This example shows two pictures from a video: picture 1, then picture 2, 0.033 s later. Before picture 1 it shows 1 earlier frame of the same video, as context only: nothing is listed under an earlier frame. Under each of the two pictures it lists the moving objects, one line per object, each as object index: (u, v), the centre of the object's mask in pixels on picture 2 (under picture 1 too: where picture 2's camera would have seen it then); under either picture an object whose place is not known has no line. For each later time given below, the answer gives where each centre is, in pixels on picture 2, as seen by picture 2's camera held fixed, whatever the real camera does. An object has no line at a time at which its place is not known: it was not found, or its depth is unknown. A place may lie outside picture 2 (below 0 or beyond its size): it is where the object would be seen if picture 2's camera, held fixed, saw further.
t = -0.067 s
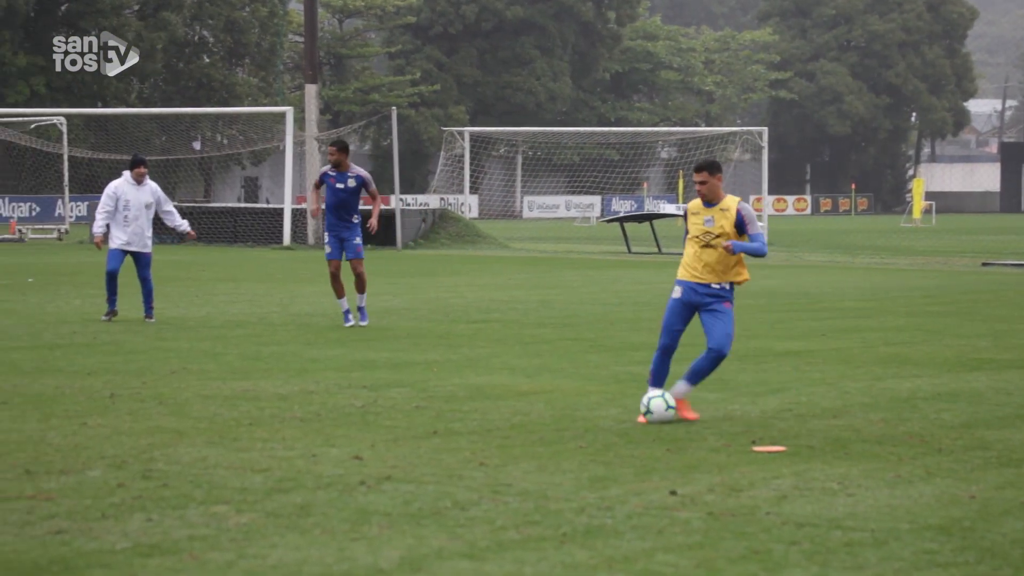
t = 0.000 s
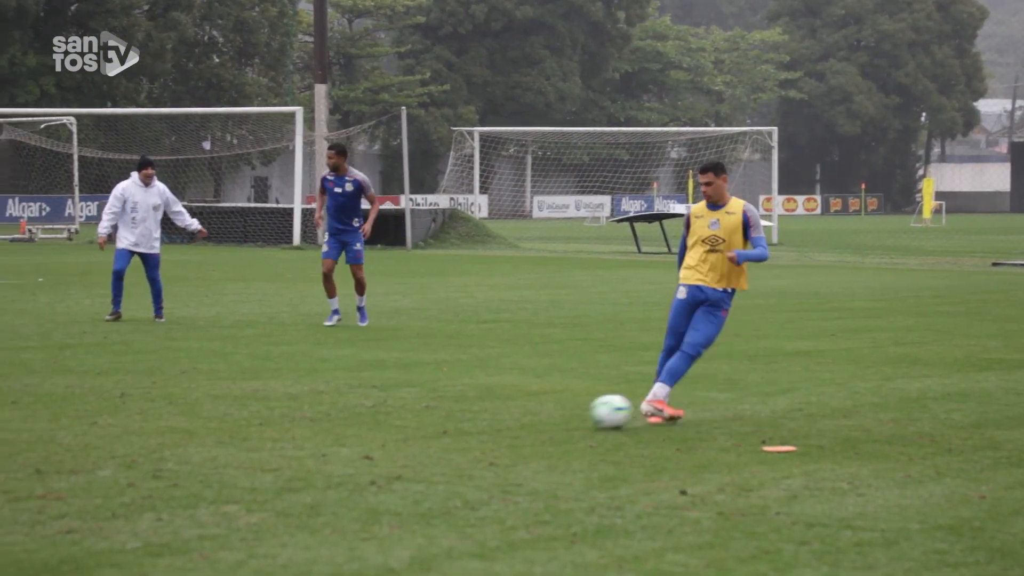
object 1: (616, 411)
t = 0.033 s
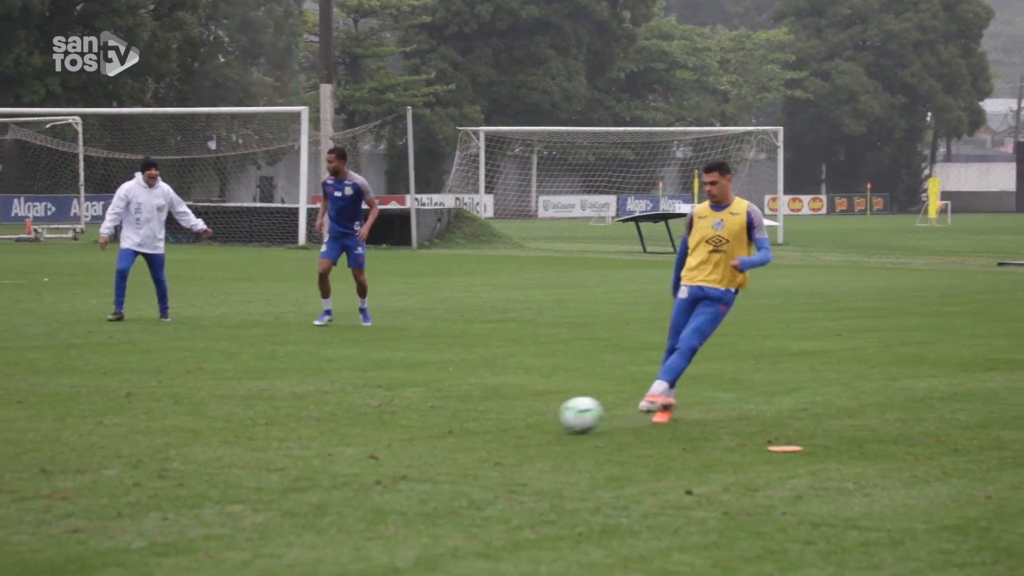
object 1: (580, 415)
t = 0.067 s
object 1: (544, 418)
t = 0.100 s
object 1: (507, 423)
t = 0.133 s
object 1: (470, 427)
